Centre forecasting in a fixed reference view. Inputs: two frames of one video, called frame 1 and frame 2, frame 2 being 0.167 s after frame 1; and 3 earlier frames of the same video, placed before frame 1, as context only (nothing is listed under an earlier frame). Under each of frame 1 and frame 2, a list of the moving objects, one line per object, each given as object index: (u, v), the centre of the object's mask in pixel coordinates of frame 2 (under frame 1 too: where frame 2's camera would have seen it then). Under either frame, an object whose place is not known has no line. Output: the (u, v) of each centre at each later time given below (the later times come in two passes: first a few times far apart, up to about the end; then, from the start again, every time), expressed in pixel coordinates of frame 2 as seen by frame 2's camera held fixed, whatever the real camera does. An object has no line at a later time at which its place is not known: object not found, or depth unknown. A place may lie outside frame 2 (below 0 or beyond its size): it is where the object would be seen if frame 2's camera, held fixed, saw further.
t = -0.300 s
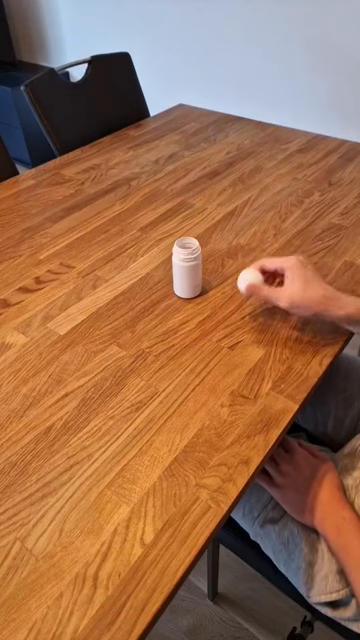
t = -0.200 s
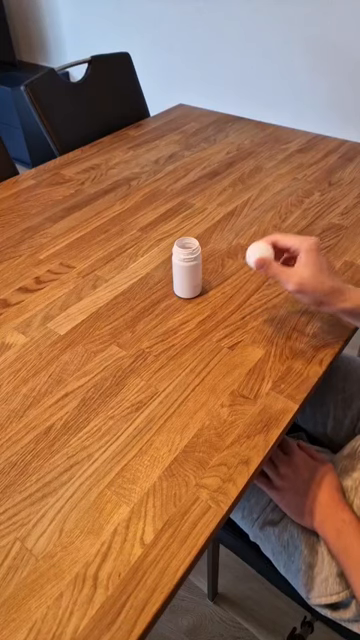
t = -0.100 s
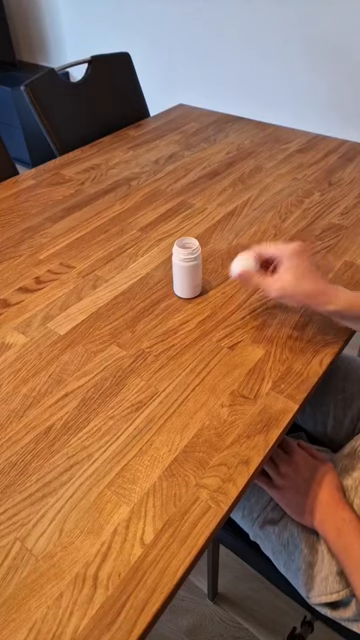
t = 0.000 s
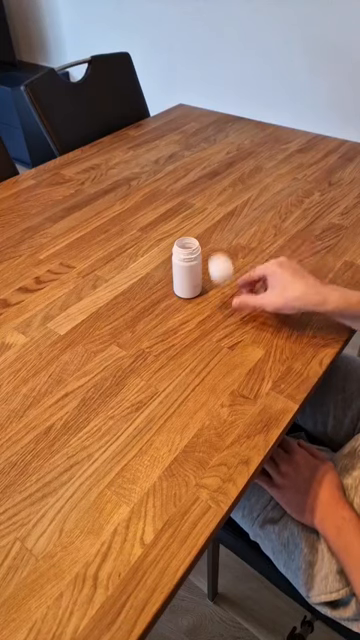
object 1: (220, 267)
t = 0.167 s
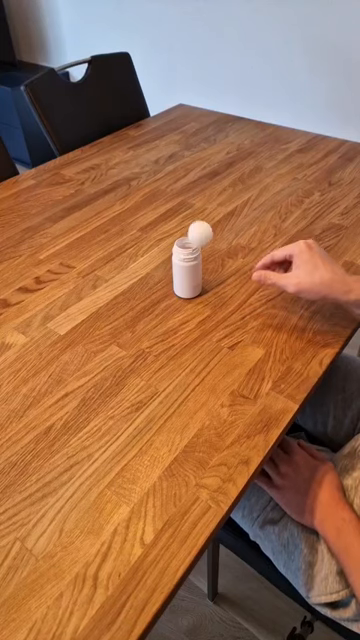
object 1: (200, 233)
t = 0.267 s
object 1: (197, 231)
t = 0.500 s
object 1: (181, 234)
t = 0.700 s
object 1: (193, 234)
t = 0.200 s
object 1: (199, 232)
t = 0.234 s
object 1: (198, 233)
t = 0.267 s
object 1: (197, 231)
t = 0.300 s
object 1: (196, 231)
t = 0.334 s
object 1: (194, 230)
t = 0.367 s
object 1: (191, 230)
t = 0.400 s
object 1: (187, 229)
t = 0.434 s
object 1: (184, 230)
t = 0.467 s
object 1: (181, 231)
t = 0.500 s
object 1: (181, 234)
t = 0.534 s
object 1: (181, 235)
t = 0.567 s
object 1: (182, 236)
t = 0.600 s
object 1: (185, 237)
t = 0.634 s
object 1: (188, 237)
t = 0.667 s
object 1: (191, 235)
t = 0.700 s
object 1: (193, 234)
